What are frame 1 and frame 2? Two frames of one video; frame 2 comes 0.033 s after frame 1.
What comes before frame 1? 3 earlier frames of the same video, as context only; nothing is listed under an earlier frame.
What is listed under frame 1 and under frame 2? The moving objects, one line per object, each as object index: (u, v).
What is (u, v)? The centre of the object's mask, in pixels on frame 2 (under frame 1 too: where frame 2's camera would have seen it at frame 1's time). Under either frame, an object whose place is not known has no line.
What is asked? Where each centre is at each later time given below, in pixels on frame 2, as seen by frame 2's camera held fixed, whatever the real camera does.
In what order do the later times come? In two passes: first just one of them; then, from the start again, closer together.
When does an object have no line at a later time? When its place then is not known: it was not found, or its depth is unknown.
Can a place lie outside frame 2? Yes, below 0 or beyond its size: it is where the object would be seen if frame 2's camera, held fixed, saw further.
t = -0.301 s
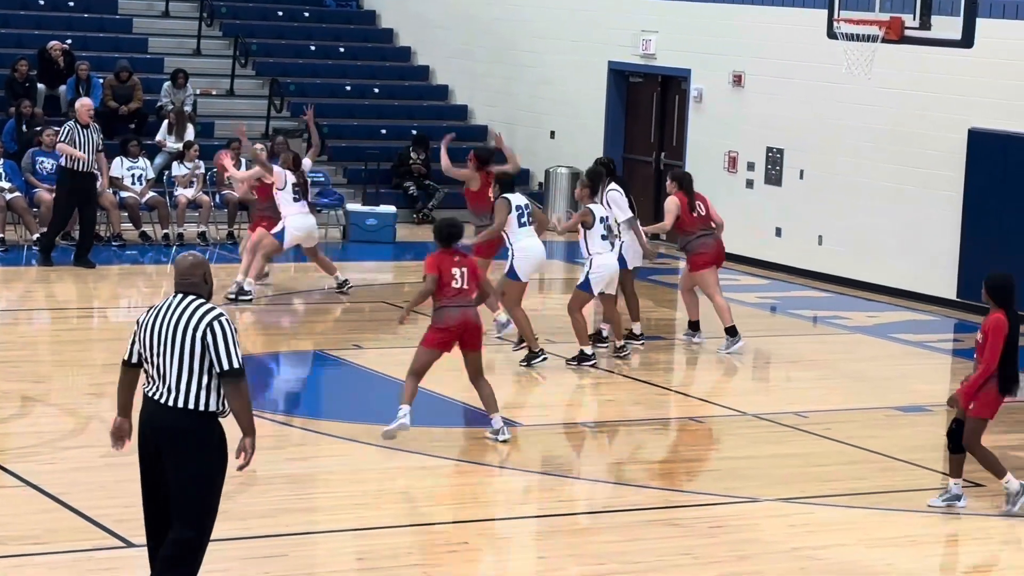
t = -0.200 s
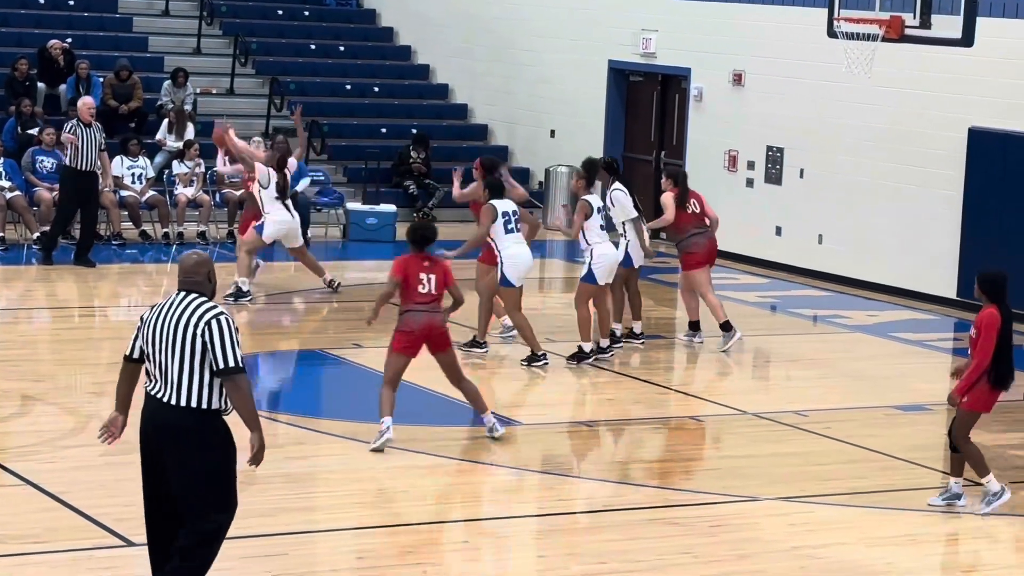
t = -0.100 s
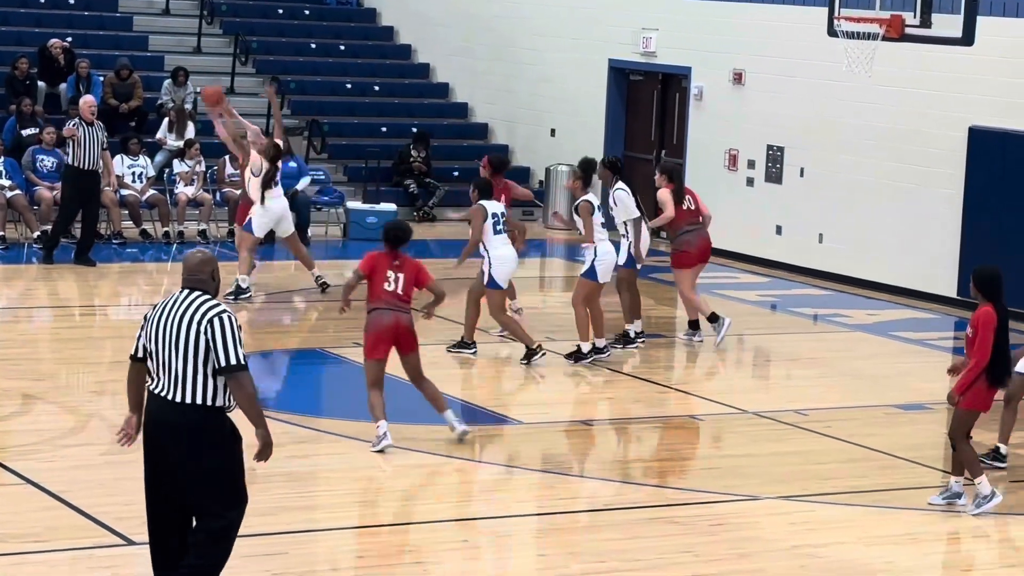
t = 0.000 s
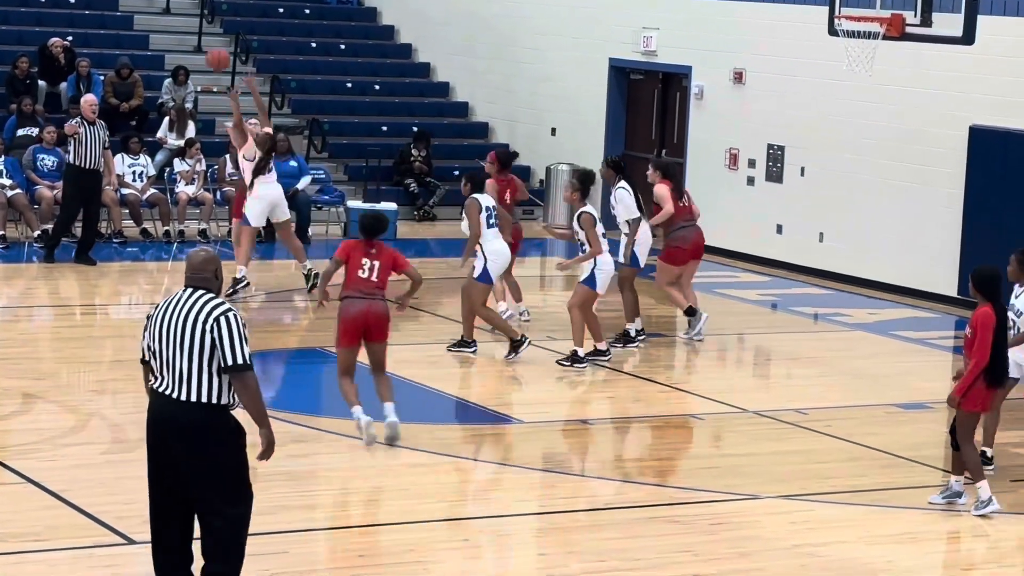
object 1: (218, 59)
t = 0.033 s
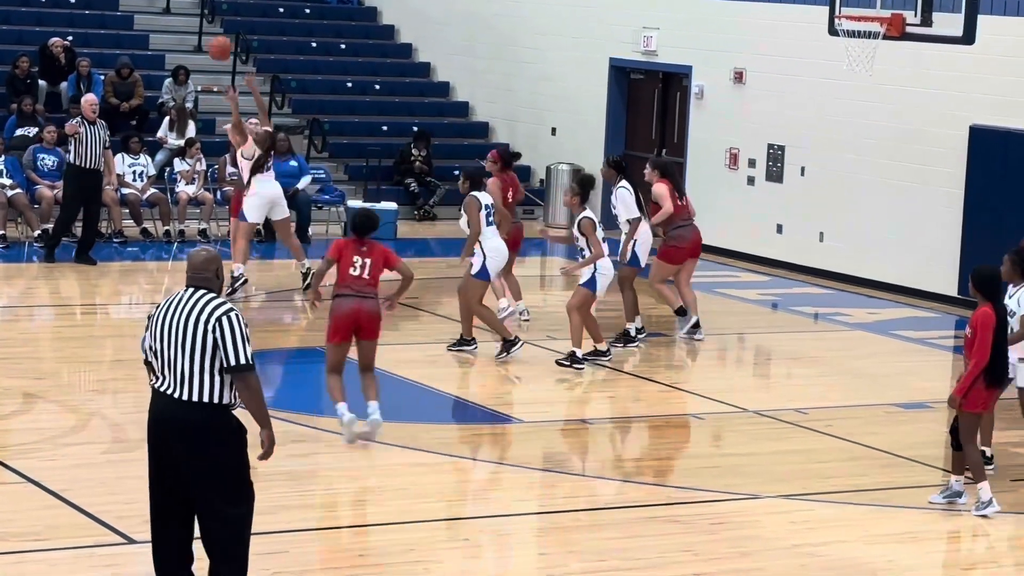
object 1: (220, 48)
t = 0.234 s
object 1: (231, 12)
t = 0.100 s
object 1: (224, 30)
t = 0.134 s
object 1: (225, 23)
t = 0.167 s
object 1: (227, 18)
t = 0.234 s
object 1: (231, 12)
